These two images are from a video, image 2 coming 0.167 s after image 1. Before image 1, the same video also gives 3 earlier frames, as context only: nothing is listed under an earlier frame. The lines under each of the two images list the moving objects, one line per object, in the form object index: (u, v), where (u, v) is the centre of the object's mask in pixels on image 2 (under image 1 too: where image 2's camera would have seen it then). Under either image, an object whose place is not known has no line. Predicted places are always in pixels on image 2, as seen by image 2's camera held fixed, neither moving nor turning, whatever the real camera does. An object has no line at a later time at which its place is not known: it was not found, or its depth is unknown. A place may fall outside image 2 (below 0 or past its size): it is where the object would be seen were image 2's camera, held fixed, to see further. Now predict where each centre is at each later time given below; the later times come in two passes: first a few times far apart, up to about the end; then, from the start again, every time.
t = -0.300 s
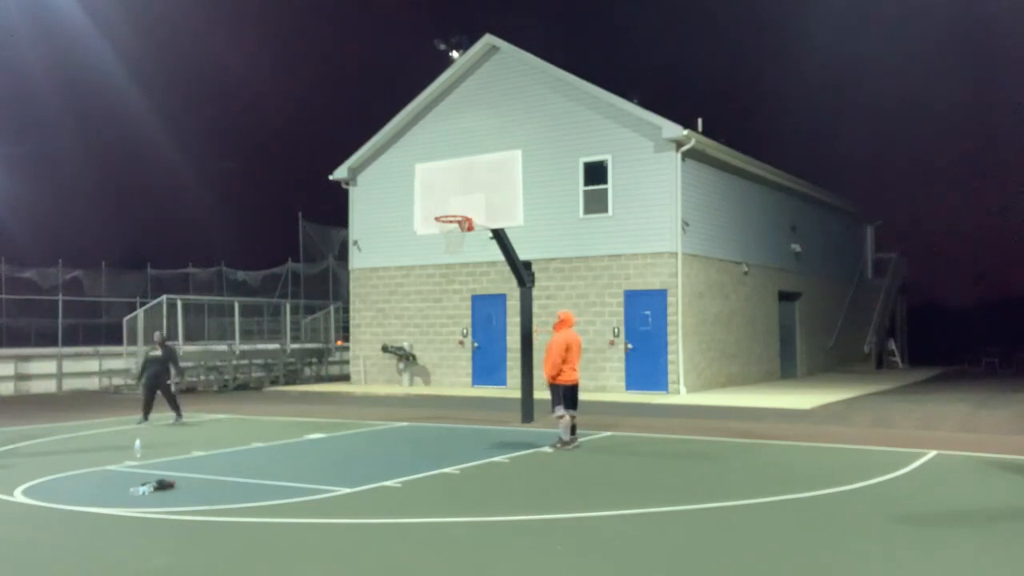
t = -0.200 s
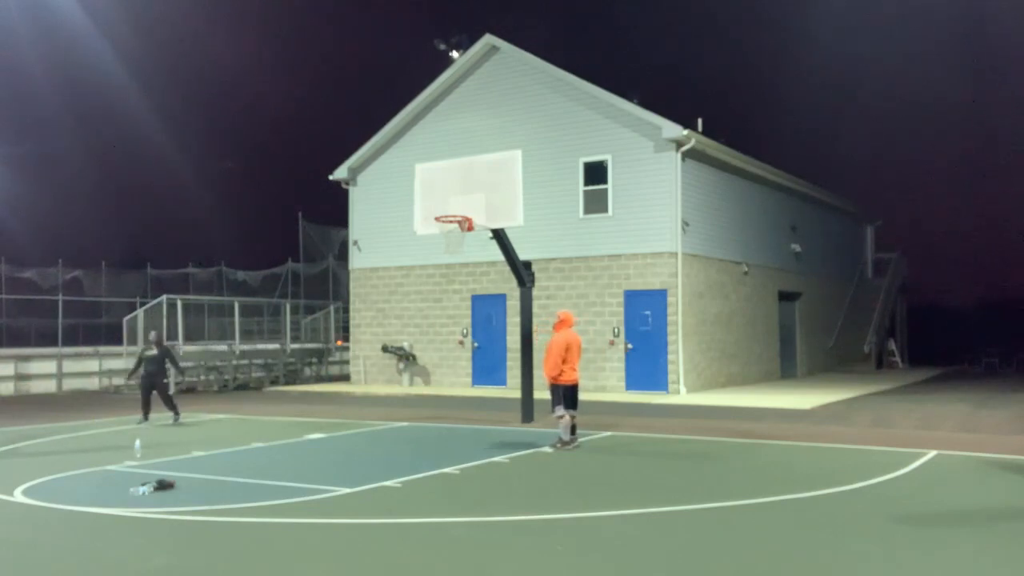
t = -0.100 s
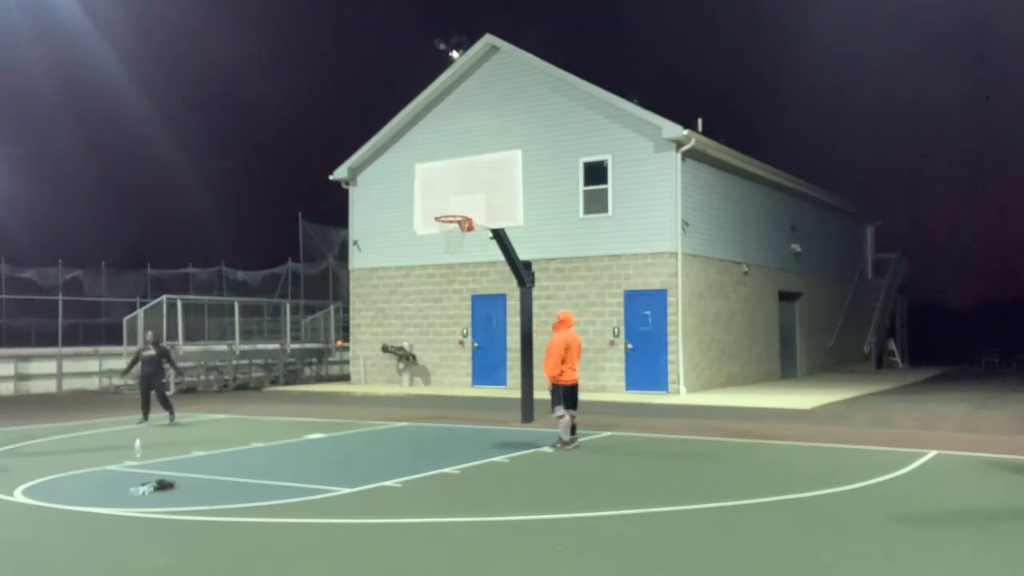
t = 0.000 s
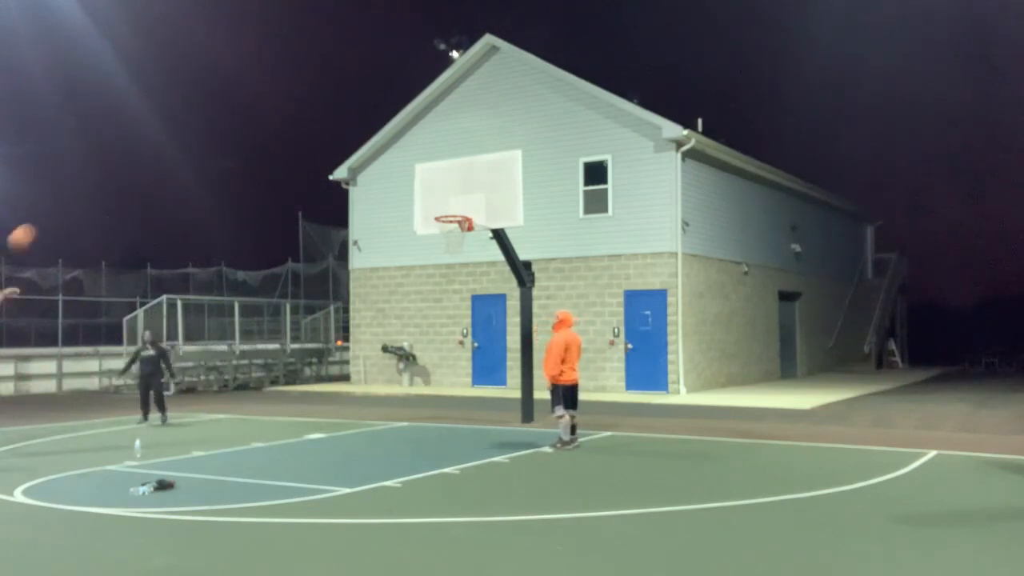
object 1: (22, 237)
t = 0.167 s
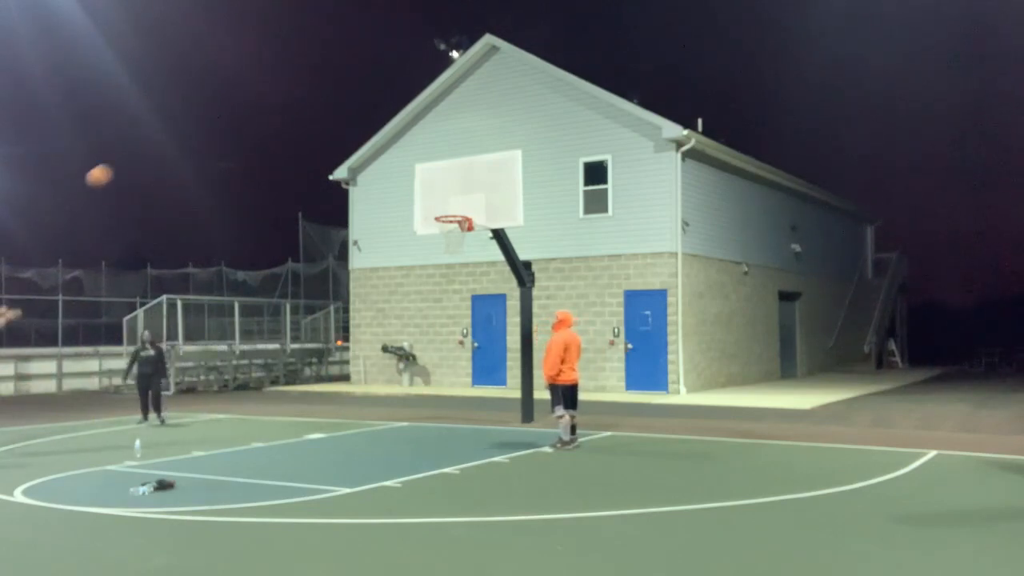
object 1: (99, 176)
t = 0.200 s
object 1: (114, 167)
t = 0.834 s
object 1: (378, 150)
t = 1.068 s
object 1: (462, 209)
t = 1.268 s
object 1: (460, 176)
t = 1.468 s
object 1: (435, 165)
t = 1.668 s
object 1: (411, 182)
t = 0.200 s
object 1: (114, 167)
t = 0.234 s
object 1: (129, 158)
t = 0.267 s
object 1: (144, 151)
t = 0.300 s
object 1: (159, 144)
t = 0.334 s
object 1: (173, 138)
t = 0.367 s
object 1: (188, 133)
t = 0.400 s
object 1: (202, 129)
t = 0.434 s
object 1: (216, 126)
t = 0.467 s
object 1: (231, 124)
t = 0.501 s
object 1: (245, 122)
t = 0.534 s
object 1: (259, 122)
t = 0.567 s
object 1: (273, 122)
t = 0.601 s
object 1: (286, 123)
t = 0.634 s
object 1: (299, 124)
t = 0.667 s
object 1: (313, 126)
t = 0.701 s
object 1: (326, 130)
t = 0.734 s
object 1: (339, 133)
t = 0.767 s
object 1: (352, 138)
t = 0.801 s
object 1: (363, 142)
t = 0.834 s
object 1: (378, 150)
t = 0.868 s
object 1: (391, 157)
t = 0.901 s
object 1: (402, 164)
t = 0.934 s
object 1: (415, 172)
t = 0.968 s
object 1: (428, 182)
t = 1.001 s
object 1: (440, 191)
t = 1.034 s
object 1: (452, 201)
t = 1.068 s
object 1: (462, 209)
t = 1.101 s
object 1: (463, 202)
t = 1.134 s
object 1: (464, 195)
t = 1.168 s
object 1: (465, 190)
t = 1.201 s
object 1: (466, 185)
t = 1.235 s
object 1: (464, 180)
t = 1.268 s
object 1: (460, 176)
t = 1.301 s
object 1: (455, 172)
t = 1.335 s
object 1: (451, 169)
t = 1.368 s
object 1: (447, 167)
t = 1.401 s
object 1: (443, 166)
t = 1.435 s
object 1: (439, 165)
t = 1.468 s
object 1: (435, 165)
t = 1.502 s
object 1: (431, 165)
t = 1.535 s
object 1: (427, 167)
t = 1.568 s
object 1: (424, 170)
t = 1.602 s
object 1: (419, 173)
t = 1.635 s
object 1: (415, 177)
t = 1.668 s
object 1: (411, 182)
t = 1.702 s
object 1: (407, 187)
